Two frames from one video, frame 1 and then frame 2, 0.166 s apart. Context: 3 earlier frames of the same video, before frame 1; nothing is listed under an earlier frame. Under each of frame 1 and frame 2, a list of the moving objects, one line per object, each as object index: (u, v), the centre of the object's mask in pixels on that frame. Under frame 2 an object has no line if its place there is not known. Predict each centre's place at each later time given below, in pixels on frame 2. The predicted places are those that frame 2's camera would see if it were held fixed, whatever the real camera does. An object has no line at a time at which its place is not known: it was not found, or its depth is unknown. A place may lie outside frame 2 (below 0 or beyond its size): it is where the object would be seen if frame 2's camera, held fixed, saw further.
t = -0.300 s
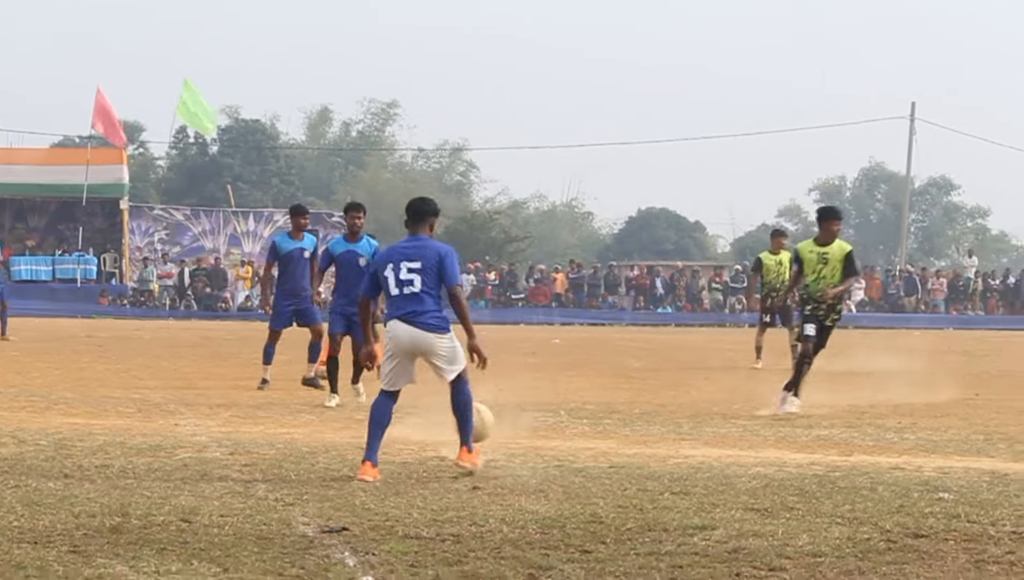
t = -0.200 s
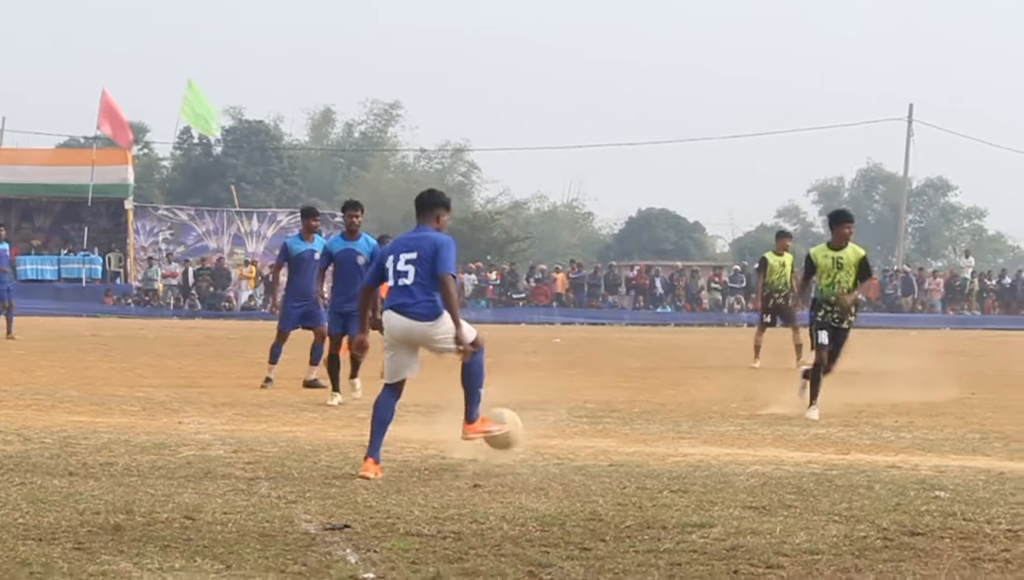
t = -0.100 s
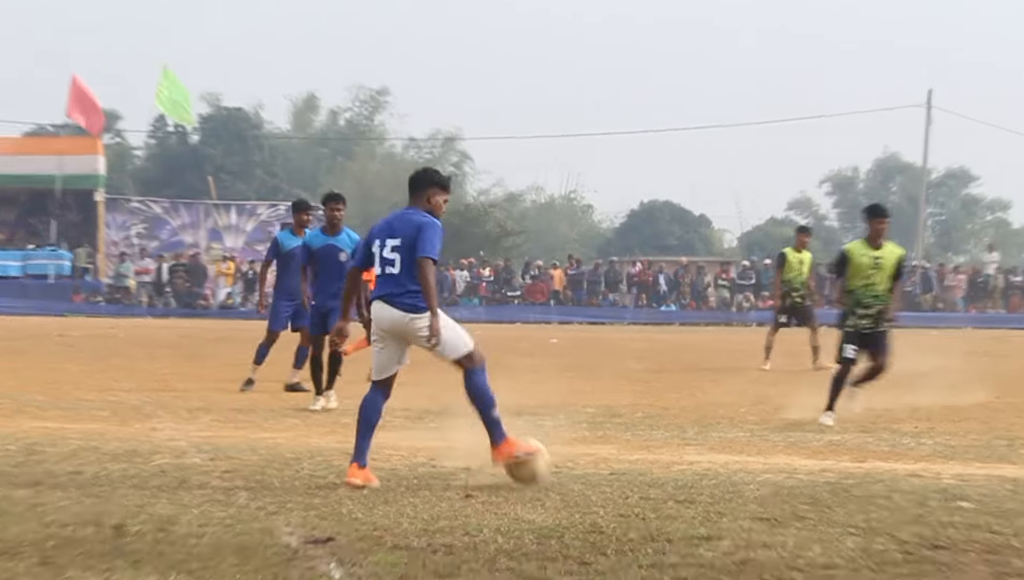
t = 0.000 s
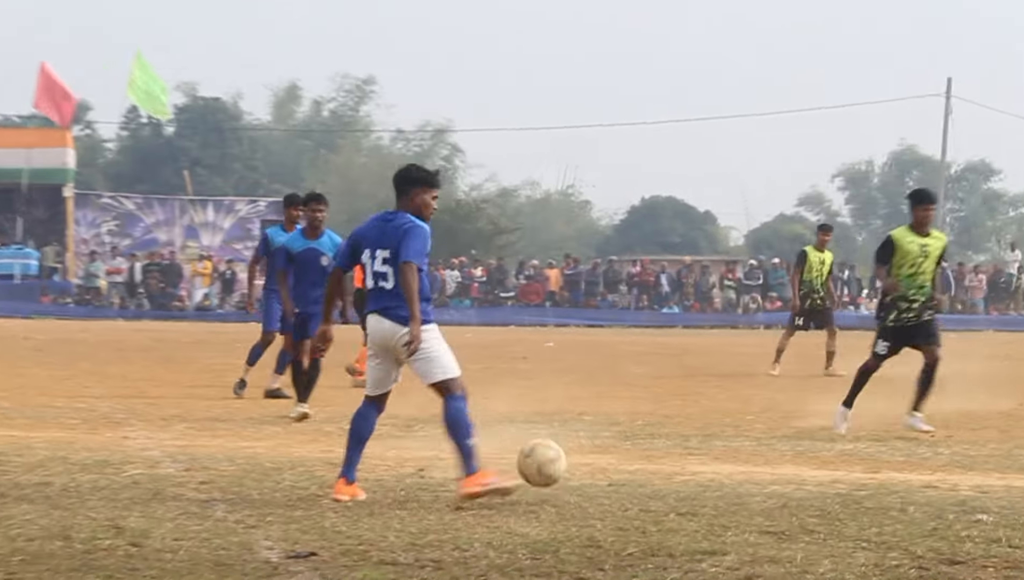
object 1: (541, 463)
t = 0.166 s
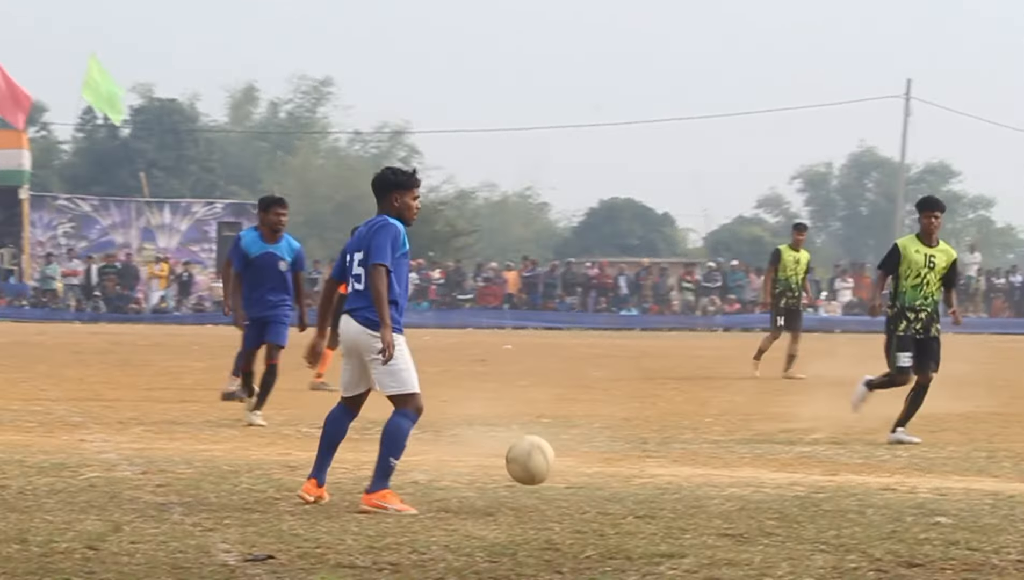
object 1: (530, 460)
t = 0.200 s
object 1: (538, 467)
